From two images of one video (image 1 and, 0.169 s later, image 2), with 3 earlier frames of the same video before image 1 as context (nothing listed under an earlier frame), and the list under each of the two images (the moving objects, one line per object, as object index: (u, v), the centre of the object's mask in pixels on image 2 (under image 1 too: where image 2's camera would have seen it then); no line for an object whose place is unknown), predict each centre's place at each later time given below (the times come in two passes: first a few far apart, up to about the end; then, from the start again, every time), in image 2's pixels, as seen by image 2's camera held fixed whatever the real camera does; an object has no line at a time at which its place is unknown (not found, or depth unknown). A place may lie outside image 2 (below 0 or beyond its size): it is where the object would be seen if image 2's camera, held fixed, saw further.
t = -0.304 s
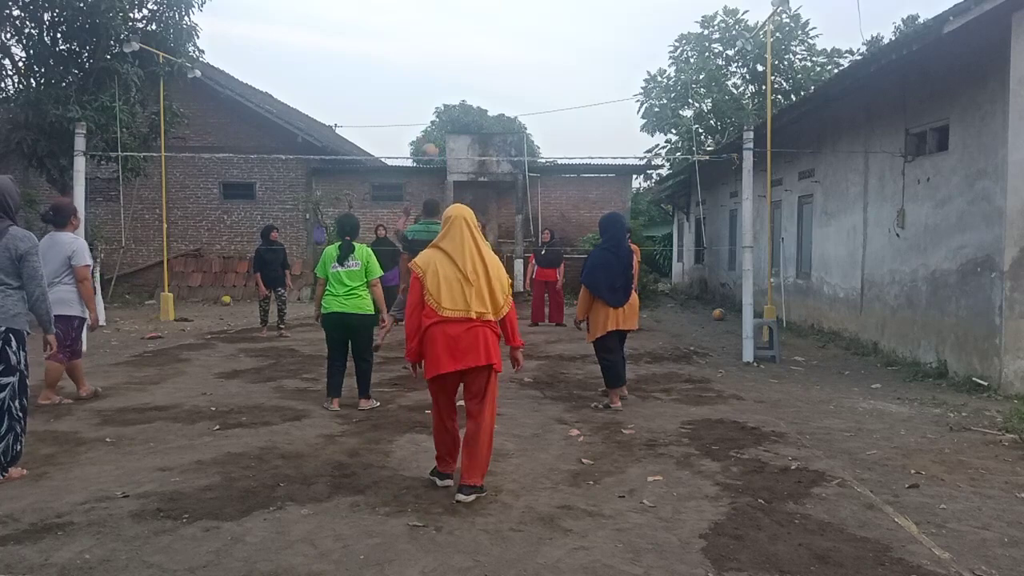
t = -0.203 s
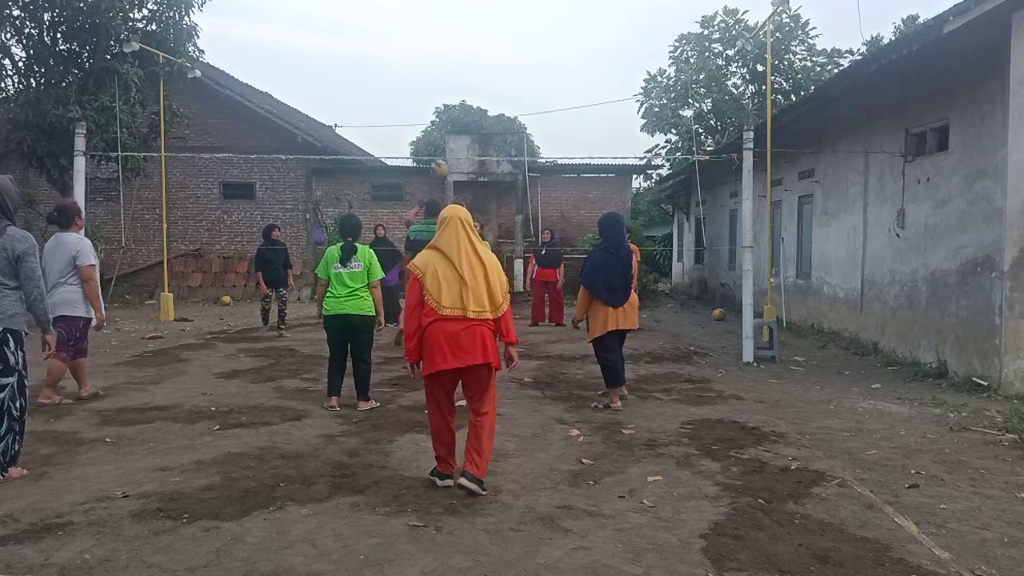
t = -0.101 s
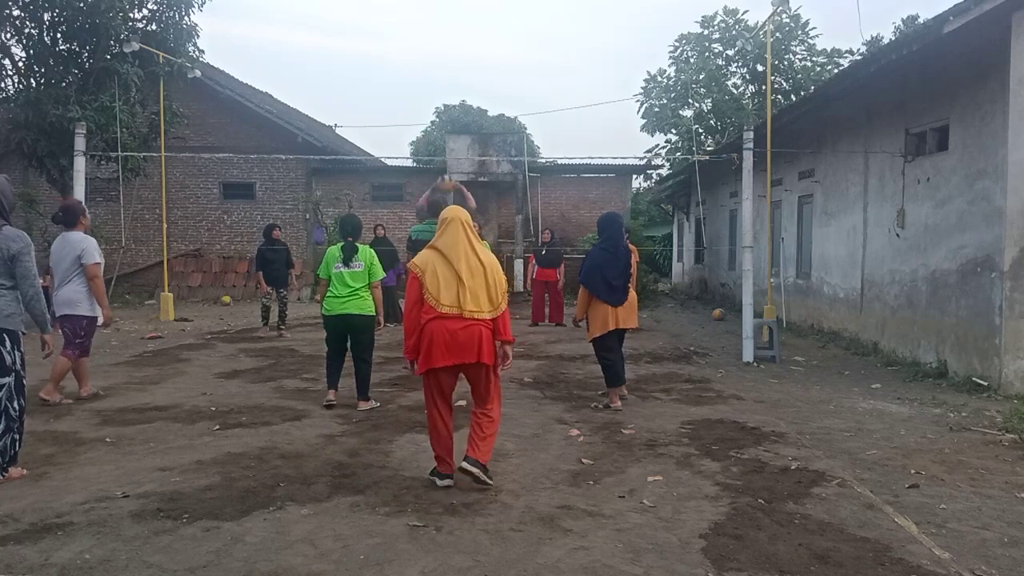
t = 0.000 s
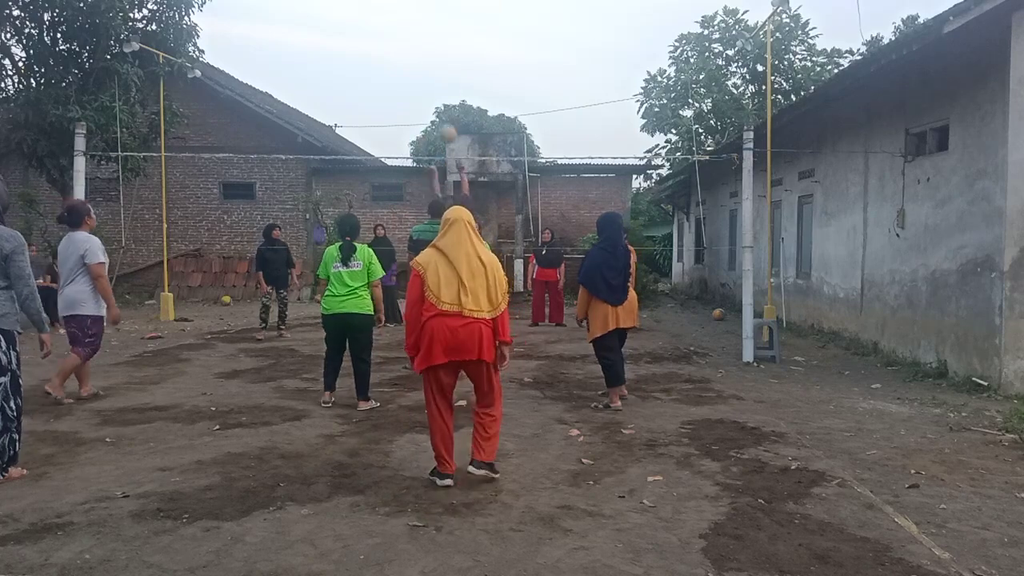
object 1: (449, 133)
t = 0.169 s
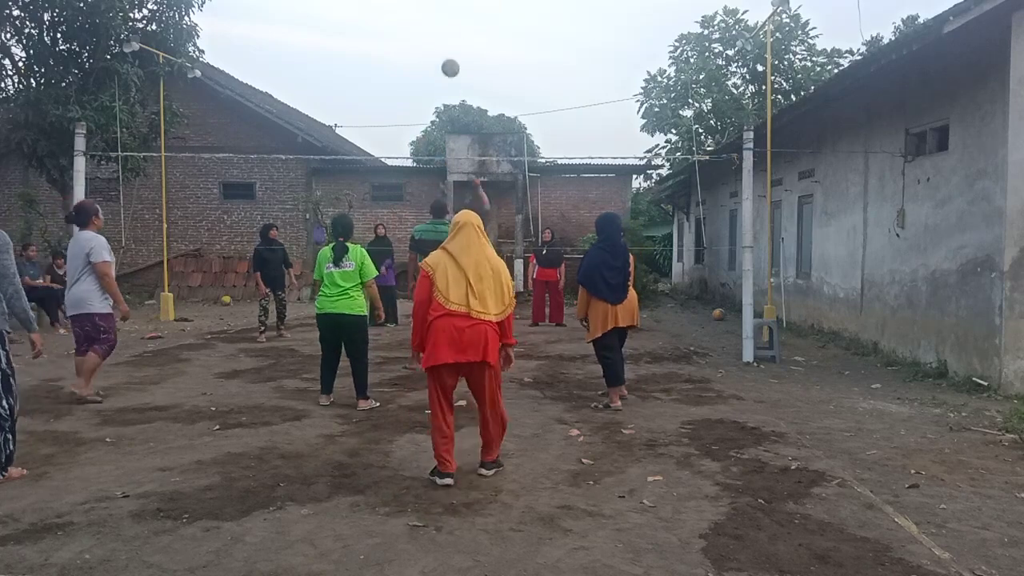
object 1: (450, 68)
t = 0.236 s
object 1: (452, 49)
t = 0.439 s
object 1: (455, 17)
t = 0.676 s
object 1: (459, 23)
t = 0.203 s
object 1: (451, 58)
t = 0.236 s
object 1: (452, 49)
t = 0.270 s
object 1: (452, 41)
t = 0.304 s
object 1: (453, 34)
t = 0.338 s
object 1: (453, 28)
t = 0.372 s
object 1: (454, 23)
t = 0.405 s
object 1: (454, 19)
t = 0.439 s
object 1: (455, 17)
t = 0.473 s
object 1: (456, 14)
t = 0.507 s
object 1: (456, 14)
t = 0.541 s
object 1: (457, 13)
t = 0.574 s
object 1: (457, 15)
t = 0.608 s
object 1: (458, 16)
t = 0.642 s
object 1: (458, 19)
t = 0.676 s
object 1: (459, 23)
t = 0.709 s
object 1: (459, 28)
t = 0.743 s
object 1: (460, 34)
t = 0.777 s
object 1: (460, 40)
